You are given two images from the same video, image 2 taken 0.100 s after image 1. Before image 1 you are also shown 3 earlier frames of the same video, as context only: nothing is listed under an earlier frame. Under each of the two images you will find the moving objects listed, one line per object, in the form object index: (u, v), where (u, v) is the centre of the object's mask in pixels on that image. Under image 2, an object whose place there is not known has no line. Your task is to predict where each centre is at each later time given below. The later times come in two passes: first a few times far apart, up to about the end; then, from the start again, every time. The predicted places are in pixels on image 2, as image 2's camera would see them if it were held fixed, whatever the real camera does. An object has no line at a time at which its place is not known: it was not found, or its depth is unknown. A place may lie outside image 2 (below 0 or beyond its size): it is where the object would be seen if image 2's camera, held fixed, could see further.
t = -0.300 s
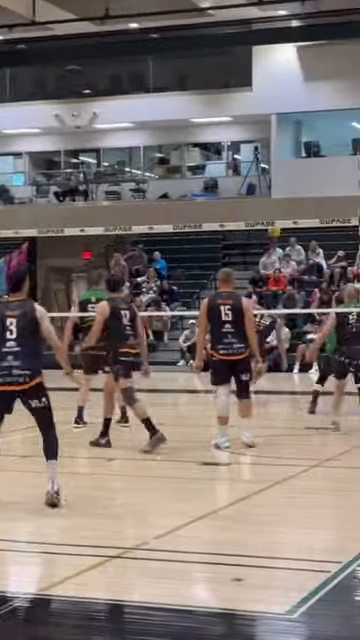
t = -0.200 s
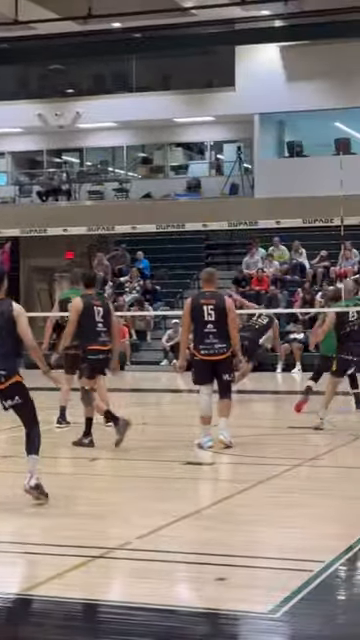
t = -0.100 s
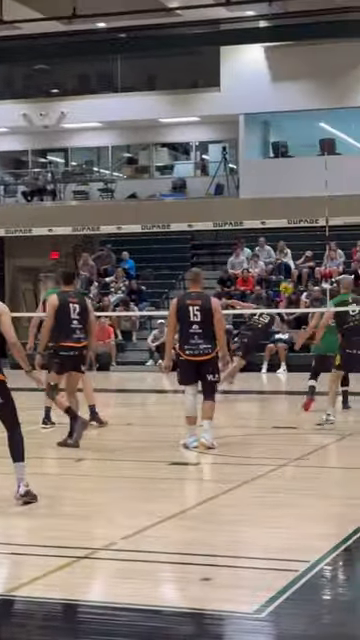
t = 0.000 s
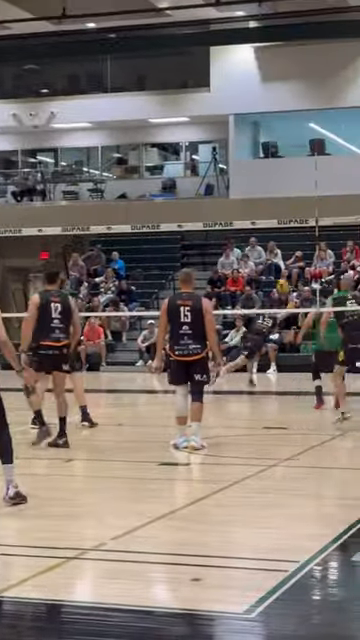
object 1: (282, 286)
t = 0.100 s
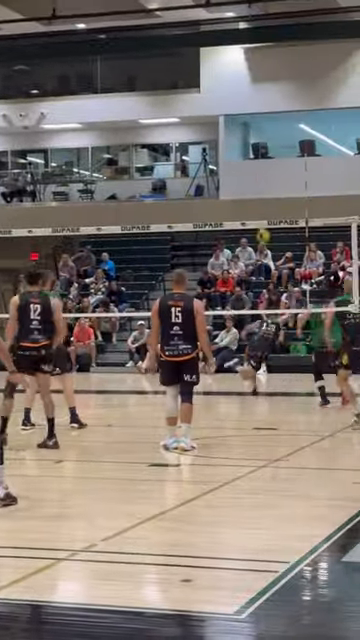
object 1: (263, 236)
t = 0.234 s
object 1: (250, 176)
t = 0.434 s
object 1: (230, 105)
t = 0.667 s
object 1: (209, 54)
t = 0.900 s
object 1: (189, 37)
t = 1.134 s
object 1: (168, 59)
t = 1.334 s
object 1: (151, 116)
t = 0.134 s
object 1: (262, 216)
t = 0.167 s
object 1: (256, 207)
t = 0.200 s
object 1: (254, 191)
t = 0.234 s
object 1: (250, 176)
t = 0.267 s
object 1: (247, 163)
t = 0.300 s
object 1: (244, 151)
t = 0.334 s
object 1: (239, 138)
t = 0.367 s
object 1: (239, 129)
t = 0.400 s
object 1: (230, 116)
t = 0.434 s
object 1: (230, 105)
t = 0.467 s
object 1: (227, 96)
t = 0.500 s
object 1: (224, 88)
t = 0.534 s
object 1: (221, 79)
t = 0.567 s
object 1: (218, 72)
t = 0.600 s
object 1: (215, 65)
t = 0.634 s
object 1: (212, 59)
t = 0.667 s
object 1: (209, 54)
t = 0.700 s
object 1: (206, 48)
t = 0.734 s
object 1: (203, 44)
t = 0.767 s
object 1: (200, 41)
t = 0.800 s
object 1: (197, 39)
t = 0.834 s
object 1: (194, 38)
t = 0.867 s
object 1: (191, 38)
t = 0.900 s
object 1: (189, 37)
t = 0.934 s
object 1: (185, 38)
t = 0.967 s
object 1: (182, 39)
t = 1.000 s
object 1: (180, 41)
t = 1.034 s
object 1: (176, 44)
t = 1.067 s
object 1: (173, 49)
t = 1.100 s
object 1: (170, 54)
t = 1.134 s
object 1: (168, 59)
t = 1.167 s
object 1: (164, 67)
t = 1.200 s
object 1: (162, 74)
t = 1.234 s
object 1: (159, 83)
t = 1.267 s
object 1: (156, 93)
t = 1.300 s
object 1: (152, 104)
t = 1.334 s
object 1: (151, 116)
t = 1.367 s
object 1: (147, 131)
